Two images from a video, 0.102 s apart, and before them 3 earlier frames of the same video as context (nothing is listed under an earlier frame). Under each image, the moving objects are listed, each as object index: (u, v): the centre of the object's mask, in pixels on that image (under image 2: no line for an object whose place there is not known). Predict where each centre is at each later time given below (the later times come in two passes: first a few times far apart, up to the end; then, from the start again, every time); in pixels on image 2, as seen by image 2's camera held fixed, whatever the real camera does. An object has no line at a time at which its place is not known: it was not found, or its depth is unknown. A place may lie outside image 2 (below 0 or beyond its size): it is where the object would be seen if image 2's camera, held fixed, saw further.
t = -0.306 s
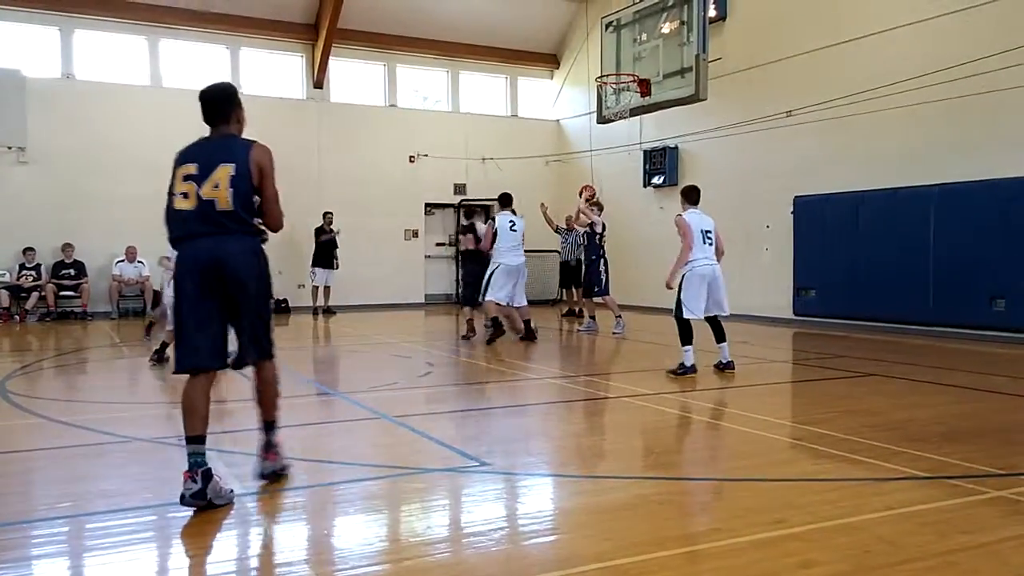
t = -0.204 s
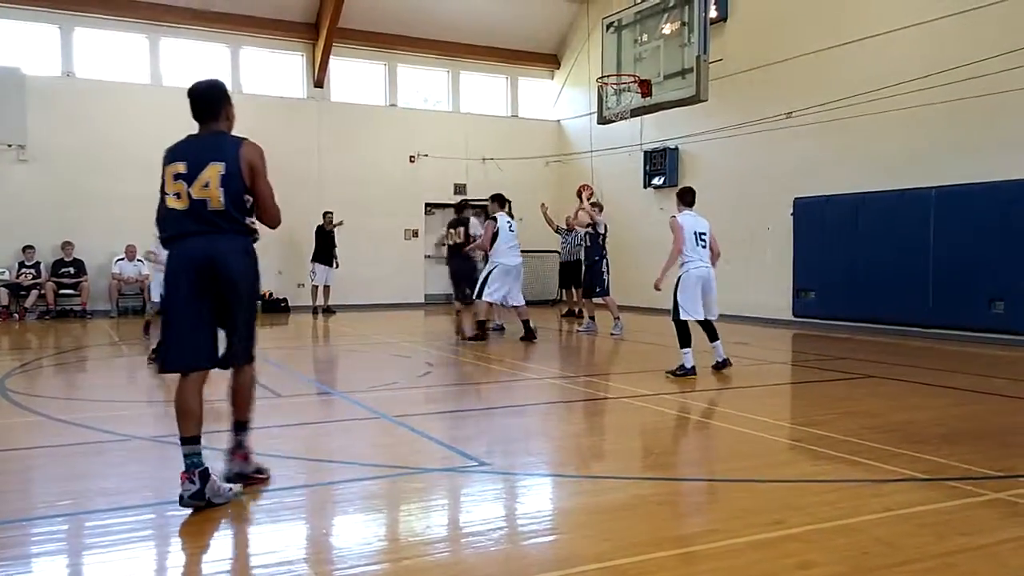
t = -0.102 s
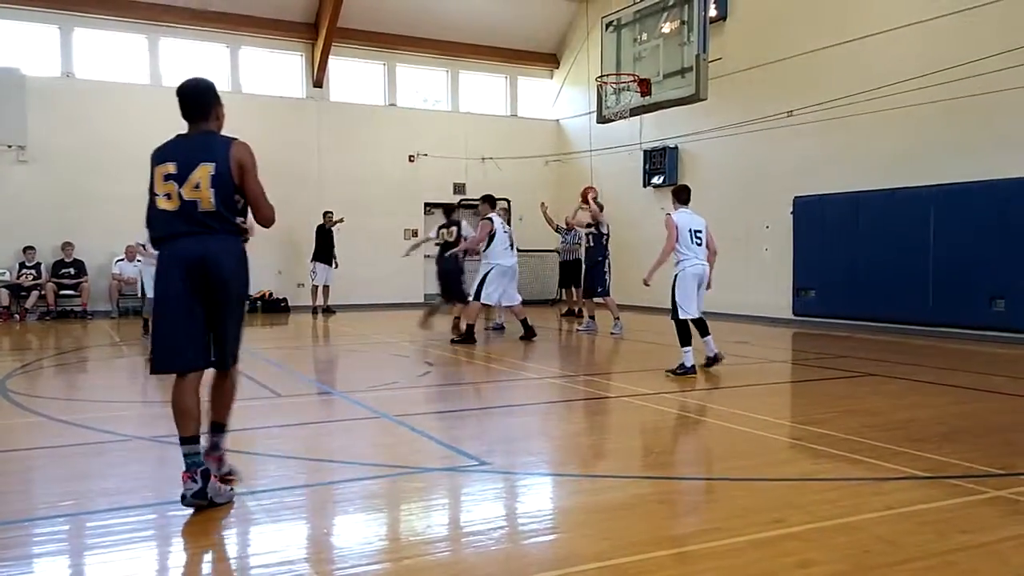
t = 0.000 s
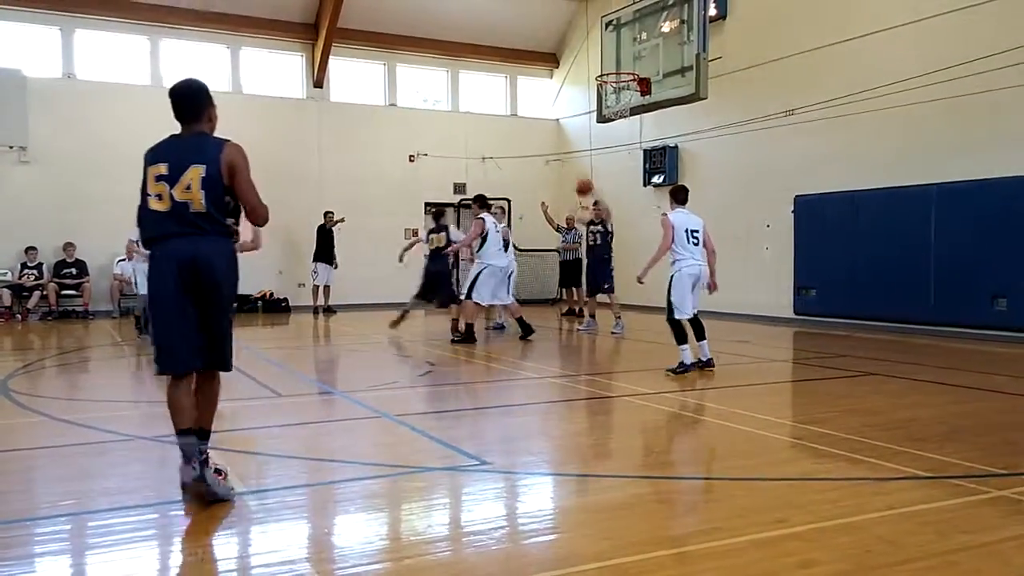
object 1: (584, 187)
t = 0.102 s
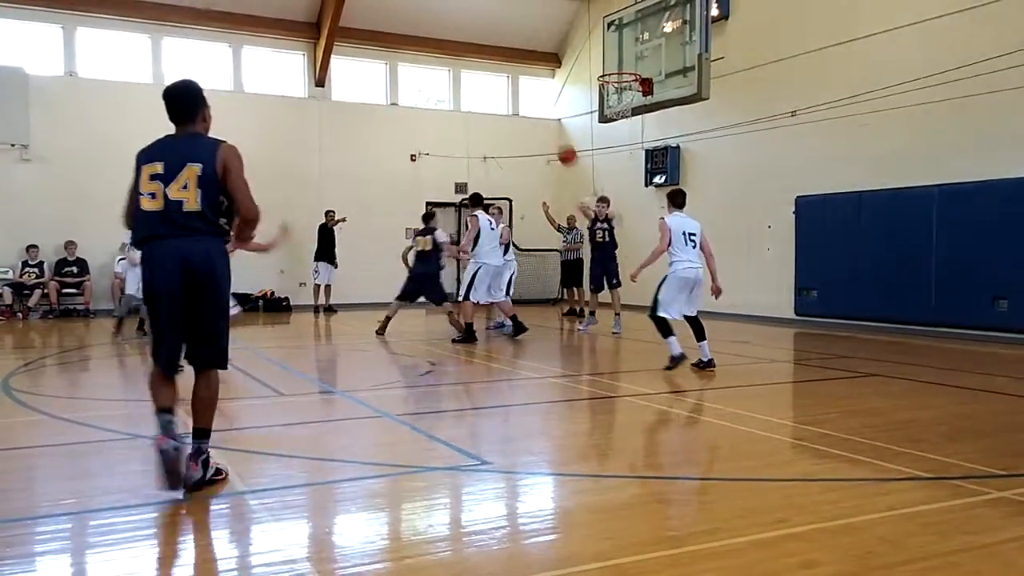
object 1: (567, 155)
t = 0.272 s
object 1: (531, 109)
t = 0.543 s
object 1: (445, 66)
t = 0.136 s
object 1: (561, 145)
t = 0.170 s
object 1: (554, 136)
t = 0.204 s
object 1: (547, 126)
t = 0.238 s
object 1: (539, 119)
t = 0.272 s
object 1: (531, 109)
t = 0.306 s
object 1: (521, 100)
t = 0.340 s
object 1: (513, 94)
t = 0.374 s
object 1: (505, 87)
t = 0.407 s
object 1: (493, 80)
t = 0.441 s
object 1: (482, 75)
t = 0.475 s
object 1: (470, 70)
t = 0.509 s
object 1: (456, 67)
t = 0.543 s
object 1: (445, 66)
